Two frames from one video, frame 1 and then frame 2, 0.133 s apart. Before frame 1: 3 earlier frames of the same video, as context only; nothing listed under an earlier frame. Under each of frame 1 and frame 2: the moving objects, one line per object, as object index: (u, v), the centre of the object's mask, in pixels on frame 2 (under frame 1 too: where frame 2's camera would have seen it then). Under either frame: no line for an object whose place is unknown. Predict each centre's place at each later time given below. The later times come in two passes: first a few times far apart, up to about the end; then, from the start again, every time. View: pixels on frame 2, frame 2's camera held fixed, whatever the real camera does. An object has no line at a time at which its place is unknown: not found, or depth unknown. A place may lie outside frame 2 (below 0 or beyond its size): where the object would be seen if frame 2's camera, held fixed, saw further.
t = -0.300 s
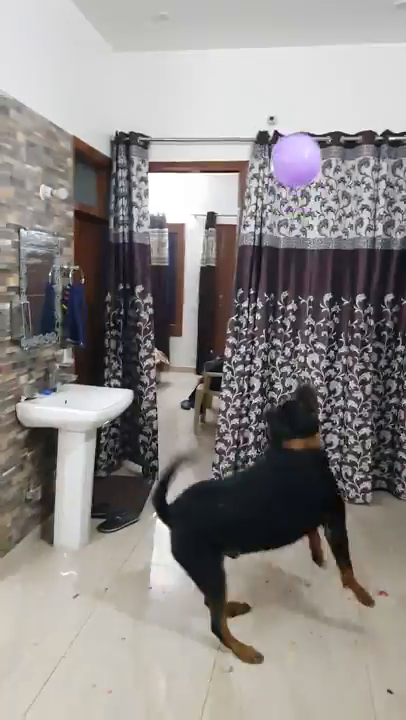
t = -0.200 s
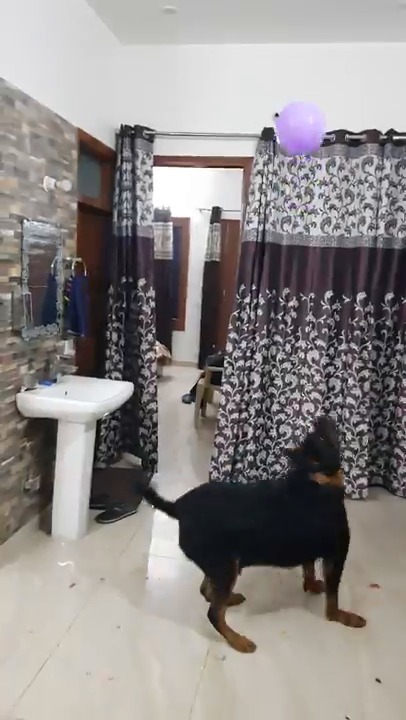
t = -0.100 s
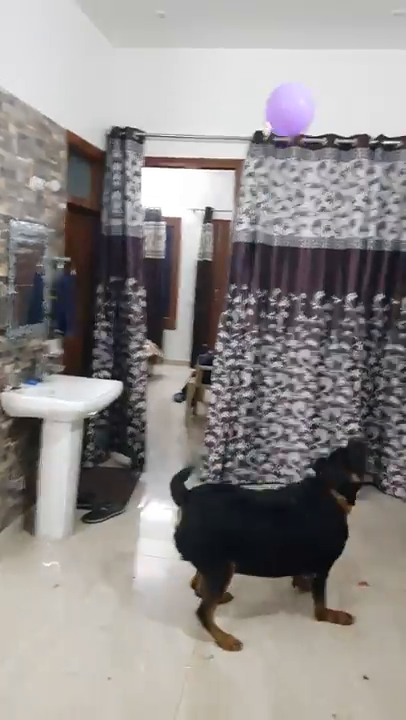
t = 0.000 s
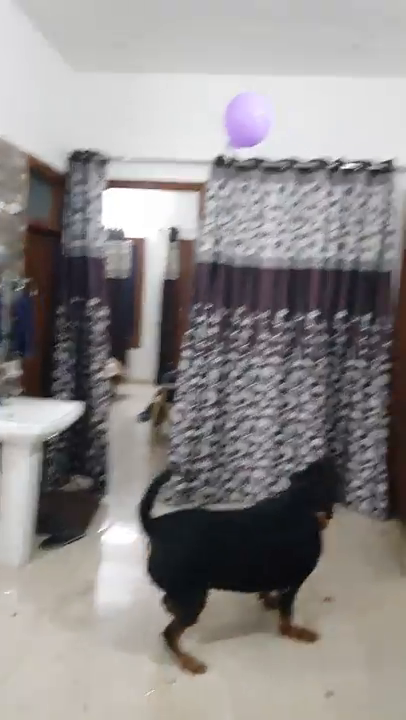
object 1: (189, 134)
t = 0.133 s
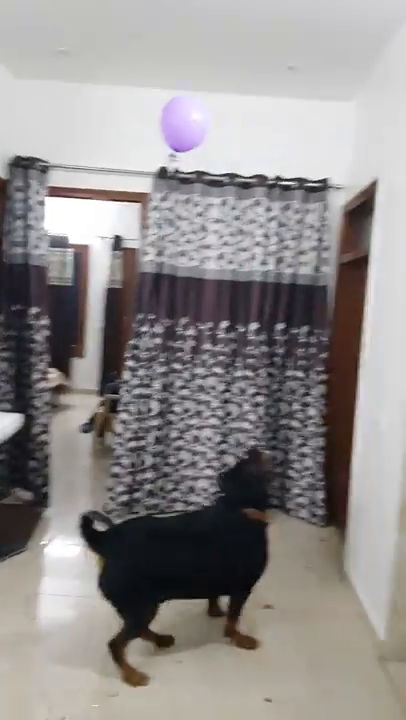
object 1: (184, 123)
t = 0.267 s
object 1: (181, 121)
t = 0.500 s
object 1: (175, 136)
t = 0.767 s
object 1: (166, 180)
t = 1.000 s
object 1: (141, 249)
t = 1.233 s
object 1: (109, 334)
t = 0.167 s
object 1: (183, 122)
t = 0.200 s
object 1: (182, 120)
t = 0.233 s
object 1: (182, 119)
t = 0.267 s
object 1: (181, 121)
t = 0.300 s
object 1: (180, 122)
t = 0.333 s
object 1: (180, 122)
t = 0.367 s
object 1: (179, 124)
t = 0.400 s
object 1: (178, 126)
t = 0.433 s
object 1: (177, 129)
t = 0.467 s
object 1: (176, 131)
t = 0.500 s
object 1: (175, 136)
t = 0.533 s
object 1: (175, 138)
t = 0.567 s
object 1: (174, 142)
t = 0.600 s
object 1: (172, 148)
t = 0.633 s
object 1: (172, 153)
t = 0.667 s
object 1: (170, 159)
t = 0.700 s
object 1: (169, 165)
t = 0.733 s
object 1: (167, 173)
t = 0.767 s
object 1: (166, 180)
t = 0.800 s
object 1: (163, 188)
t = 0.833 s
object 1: (160, 196)
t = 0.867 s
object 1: (157, 206)
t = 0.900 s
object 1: (154, 216)
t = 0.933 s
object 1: (150, 226)
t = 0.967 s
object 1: (146, 237)
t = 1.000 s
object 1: (141, 249)
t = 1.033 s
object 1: (137, 261)
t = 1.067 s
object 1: (132, 273)
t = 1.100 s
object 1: (127, 284)
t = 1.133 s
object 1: (123, 296)
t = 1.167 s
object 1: (120, 309)
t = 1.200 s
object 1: (115, 321)
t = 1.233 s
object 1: (109, 334)
